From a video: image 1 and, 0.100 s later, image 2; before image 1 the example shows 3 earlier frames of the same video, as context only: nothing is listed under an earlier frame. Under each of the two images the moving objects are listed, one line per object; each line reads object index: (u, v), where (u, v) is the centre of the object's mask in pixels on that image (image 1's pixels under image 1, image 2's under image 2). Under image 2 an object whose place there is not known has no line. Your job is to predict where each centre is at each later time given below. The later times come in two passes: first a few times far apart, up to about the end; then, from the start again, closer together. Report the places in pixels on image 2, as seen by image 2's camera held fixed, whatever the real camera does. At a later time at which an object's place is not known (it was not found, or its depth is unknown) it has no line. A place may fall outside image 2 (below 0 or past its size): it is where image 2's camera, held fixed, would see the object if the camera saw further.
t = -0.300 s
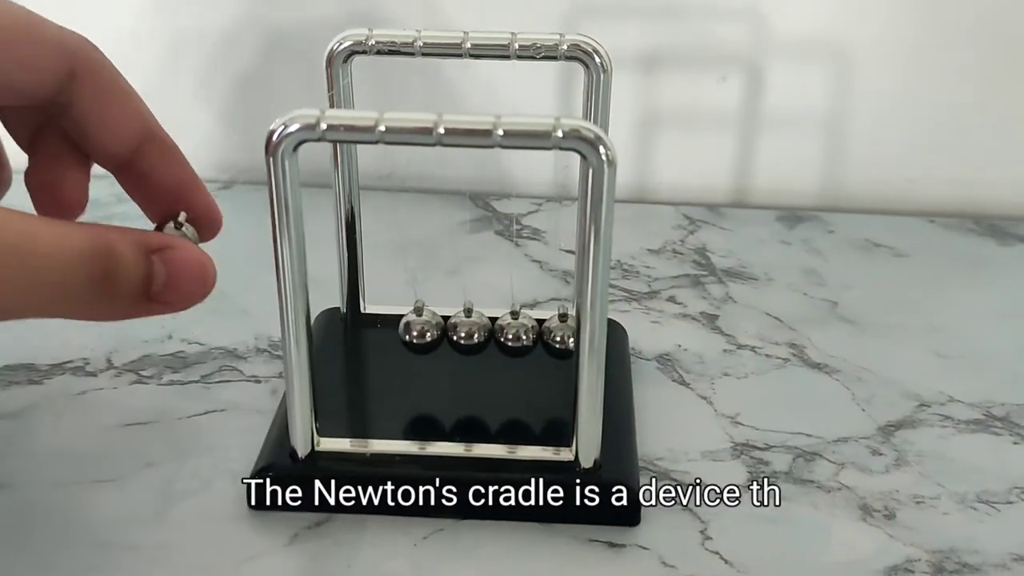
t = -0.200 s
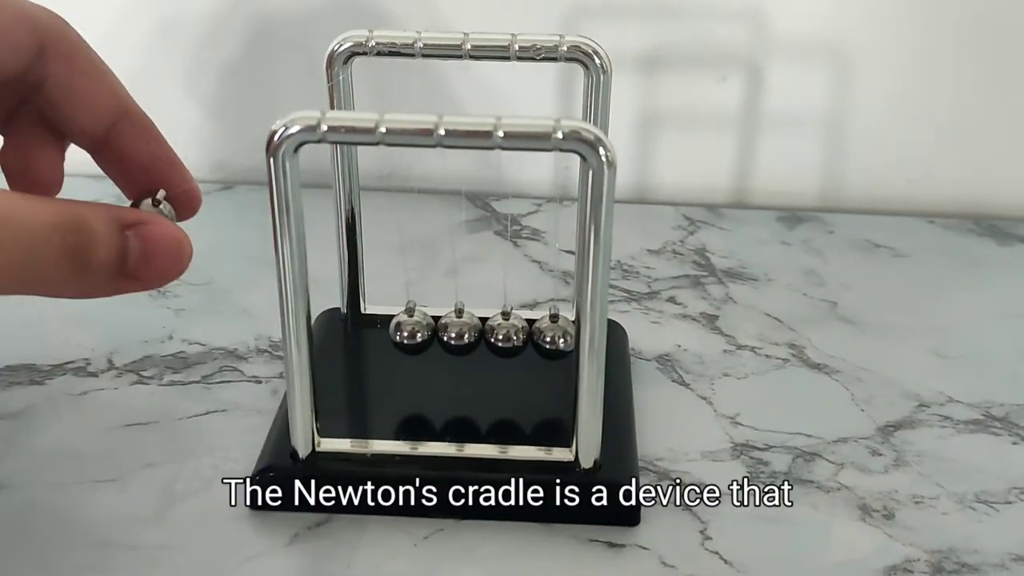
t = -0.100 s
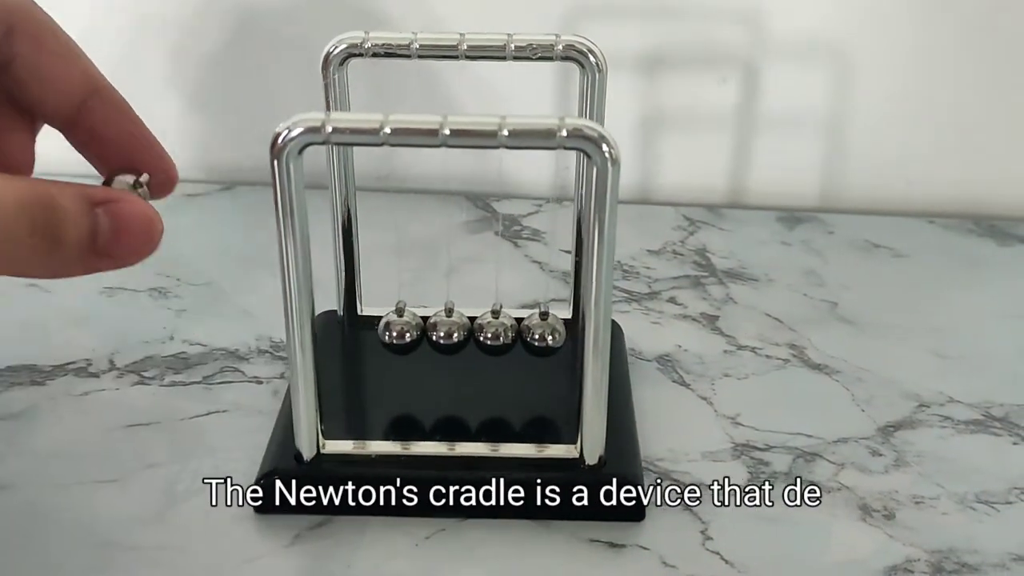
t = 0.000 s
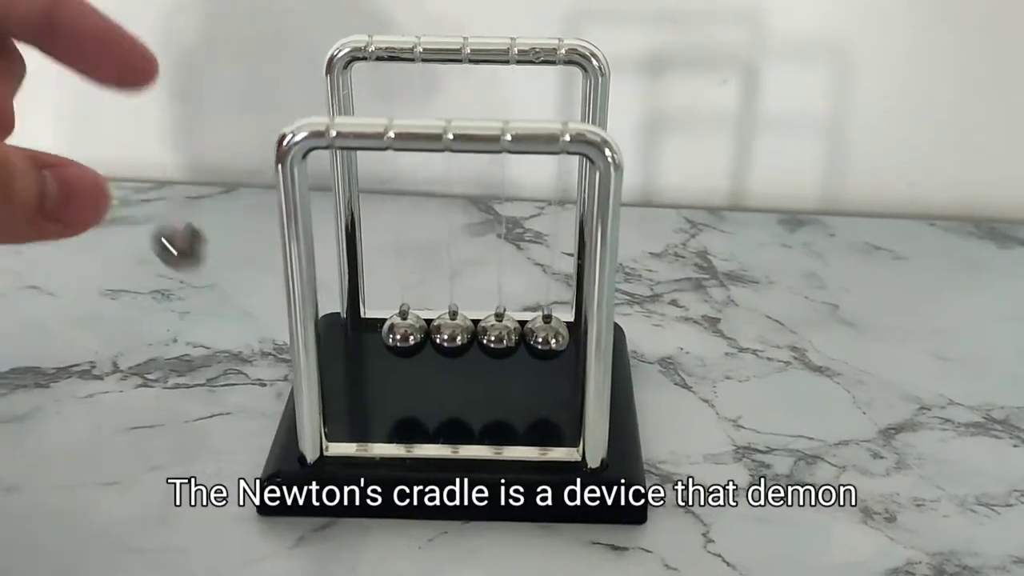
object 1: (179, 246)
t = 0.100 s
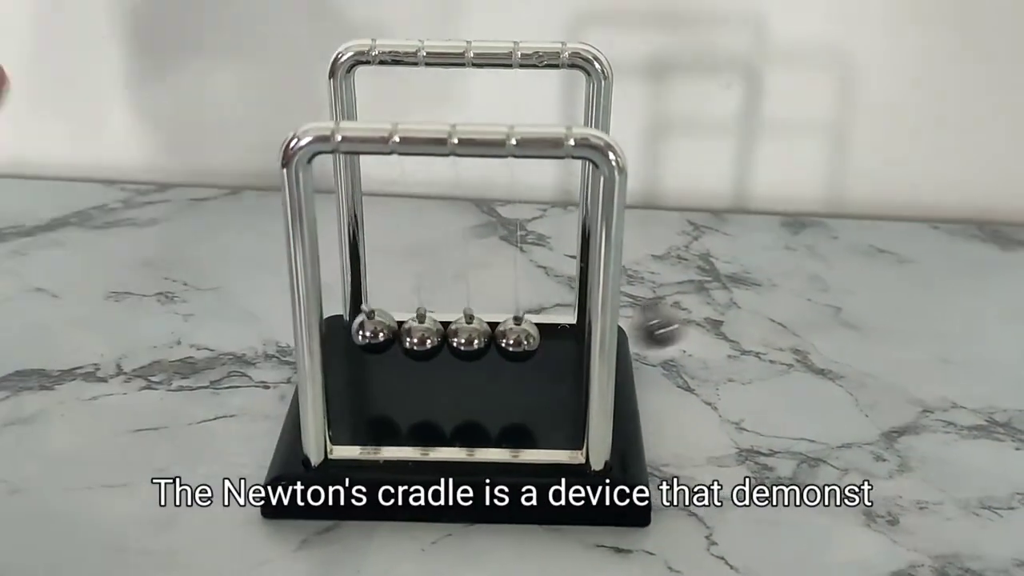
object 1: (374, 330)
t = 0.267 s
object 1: (377, 332)
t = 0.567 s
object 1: (273, 315)
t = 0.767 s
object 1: (381, 332)
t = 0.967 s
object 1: (178, 253)
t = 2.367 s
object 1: (364, 332)
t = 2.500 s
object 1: (239, 298)
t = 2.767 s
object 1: (397, 332)
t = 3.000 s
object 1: (266, 312)
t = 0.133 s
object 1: (376, 334)
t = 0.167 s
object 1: (379, 332)
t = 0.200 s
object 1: (379, 332)
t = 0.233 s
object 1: (379, 332)
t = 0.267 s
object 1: (377, 332)
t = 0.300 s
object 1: (375, 333)
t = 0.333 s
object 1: (371, 334)
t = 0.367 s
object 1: (276, 317)
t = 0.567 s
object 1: (273, 315)
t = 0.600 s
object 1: (371, 333)
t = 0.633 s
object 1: (381, 333)
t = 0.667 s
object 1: (384, 332)
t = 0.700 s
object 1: (385, 332)
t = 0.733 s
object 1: (384, 332)
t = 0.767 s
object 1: (381, 332)
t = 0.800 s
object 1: (376, 332)
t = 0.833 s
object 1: (370, 333)
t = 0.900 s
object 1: (273, 315)
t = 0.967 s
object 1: (178, 253)
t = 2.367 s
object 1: (364, 332)
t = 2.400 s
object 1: (356, 331)
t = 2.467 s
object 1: (266, 312)
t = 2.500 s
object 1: (239, 298)
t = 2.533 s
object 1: (233, 295)
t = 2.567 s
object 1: (249, 303)
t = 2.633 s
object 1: (344, 331)
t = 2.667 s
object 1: (391, 333)
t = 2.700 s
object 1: (398, 332)
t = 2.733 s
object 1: (400, 332)
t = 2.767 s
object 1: (397, 332)
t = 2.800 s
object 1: (389, 333)
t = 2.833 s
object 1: (379, 333)
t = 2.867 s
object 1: (367, 333)
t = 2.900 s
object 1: (356, 332)
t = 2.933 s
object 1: (335, 325)
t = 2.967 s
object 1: (281, 322)
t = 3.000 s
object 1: (266, 312)
